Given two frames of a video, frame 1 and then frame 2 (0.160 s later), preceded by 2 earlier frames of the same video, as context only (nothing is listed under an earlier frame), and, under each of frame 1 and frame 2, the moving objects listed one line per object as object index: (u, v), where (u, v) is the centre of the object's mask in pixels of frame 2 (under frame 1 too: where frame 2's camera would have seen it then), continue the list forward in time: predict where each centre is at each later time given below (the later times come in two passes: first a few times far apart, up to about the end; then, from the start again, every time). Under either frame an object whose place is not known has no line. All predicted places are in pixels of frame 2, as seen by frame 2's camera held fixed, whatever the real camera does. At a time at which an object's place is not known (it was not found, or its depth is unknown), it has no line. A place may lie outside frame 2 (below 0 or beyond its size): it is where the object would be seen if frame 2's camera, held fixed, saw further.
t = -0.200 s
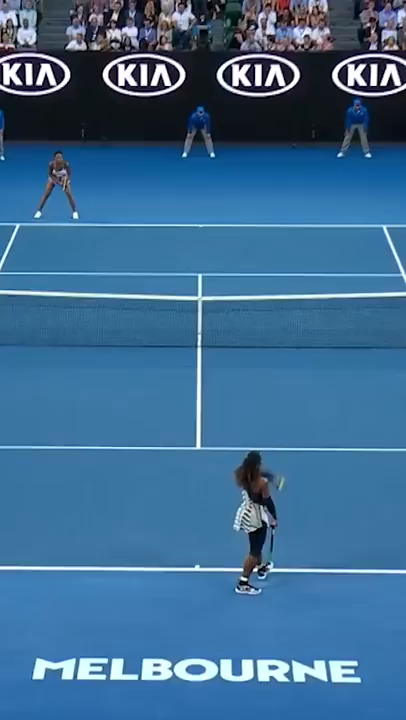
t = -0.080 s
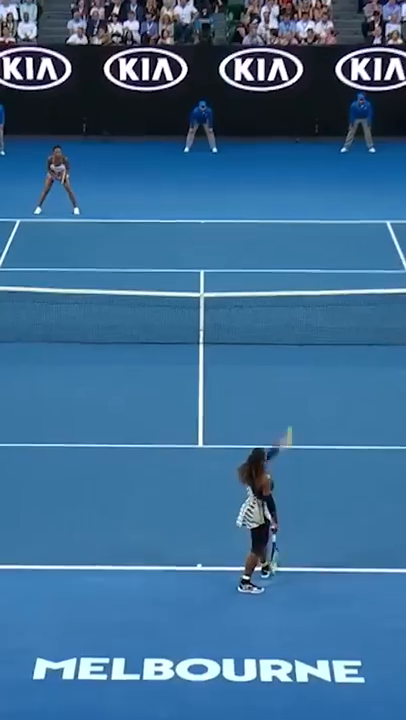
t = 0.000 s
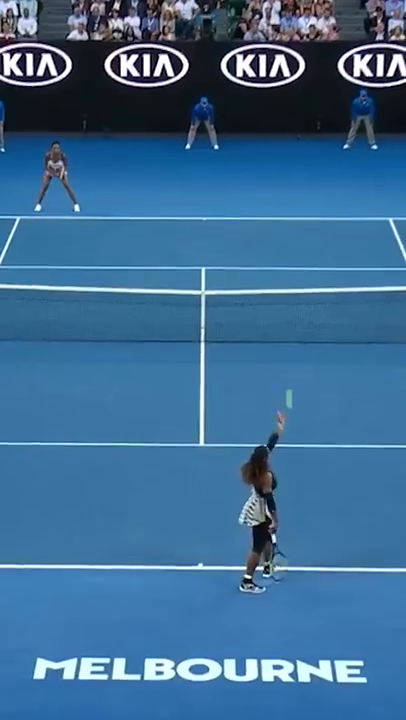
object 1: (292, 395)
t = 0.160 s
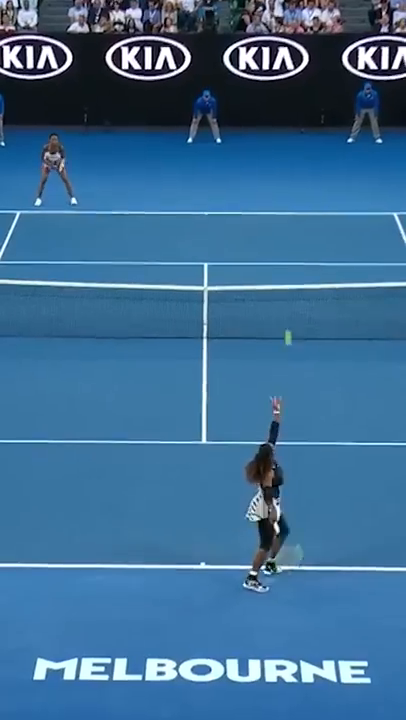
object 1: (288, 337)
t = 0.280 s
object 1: (284, 307)
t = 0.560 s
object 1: (276, 282)
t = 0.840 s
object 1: (266, 319)
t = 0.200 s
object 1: (286, 326)
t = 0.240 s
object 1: (285, 315)
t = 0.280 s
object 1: (284, 307)
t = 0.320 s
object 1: (283, 300)
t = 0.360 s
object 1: (281, 294)
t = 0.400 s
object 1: (280, 289)
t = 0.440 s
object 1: (278, 285)
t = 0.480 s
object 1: (277, 283)
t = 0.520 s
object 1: (276, 283)
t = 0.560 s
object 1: (276, 282)
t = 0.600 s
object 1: (274, 284)
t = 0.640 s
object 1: (273, 286)
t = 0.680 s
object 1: (271, 291)
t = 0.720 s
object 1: (270, 295)
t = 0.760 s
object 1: (269, 302)
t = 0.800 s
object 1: (267, 310)
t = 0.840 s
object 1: (266, 319)
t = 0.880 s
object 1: (265, 329)
